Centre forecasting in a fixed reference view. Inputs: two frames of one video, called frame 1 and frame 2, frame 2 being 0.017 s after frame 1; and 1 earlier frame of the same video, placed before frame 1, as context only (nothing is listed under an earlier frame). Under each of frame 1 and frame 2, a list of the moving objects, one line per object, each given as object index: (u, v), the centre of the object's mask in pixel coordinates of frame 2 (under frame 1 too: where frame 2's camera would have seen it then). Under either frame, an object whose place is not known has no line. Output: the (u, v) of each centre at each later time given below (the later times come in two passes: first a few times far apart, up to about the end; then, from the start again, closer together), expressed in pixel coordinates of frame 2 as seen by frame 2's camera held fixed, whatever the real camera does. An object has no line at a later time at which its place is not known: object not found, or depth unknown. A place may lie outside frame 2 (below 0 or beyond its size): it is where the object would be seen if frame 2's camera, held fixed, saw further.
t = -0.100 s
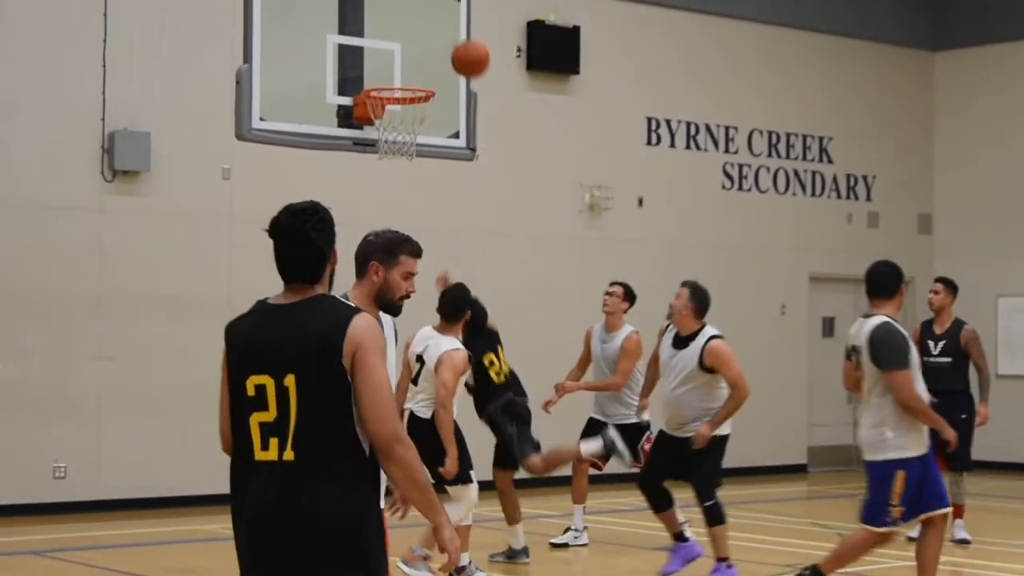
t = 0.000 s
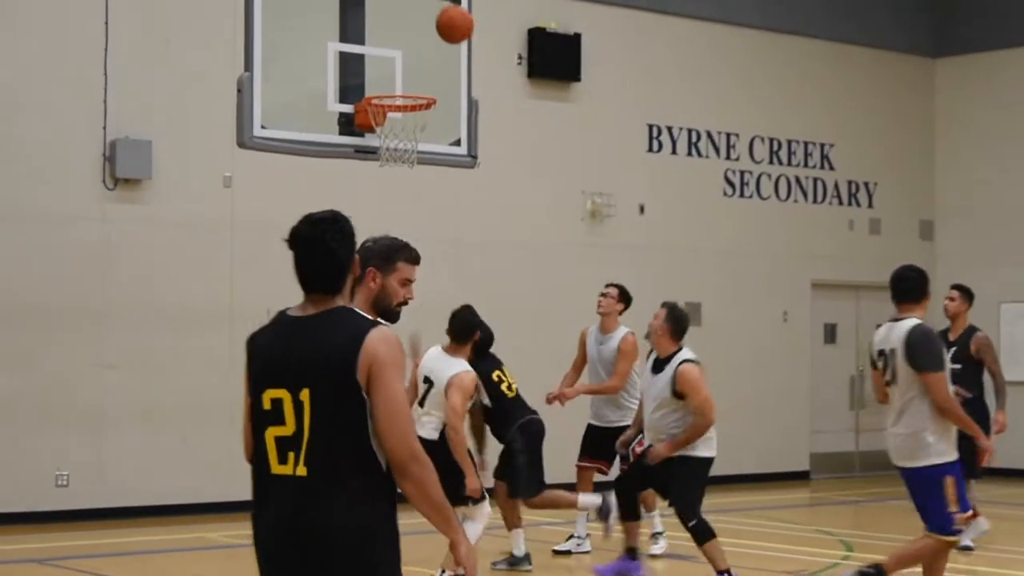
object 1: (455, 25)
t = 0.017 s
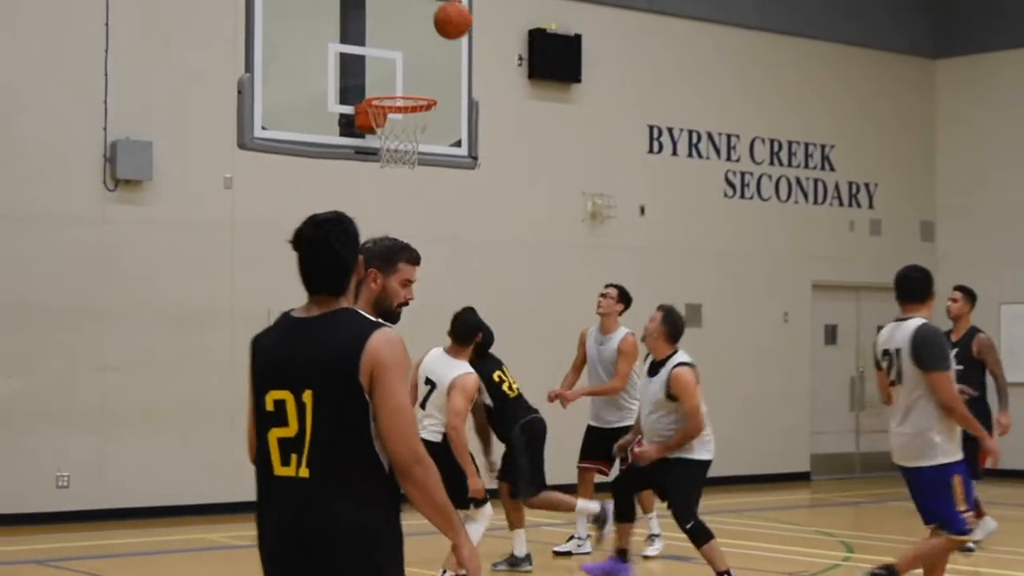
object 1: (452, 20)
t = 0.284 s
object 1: (408, -2)
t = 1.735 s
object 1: (396, 80)
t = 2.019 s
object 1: (401, 89)
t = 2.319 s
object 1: (391, 171)
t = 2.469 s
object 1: (391, 241)
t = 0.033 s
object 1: (450, 16)
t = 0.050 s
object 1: (447, 13)
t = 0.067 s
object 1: (444, 10)
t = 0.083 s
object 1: (441, 8)
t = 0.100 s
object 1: (438, 6)
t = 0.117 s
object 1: (436, 3)
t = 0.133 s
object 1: (433, 2)
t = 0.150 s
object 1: (430, 1)
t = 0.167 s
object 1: (427, 1)
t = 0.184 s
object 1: (424, 0)
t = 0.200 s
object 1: (422, -1)
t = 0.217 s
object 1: (419, -2)
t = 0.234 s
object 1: (417, -2)
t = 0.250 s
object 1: (414, -1)
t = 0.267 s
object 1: (411, -2)
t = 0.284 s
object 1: (408, -2)
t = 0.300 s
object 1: (406, -2)
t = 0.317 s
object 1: (403, -1)
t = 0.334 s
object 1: (401, 1)
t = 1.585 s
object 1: (373, 75)
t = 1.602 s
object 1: (373, 79)
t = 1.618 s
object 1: (374, 82)
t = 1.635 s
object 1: (375, 82)
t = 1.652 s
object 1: (377, 82)
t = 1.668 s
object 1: (381, 81)
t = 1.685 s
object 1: (385, 80)
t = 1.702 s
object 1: (389, 79)
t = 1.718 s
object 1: (392, 79)
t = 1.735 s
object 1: (396, 80)
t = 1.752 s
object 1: (399, 80)
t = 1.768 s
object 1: (403, 80)
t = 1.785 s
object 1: (406, 82)
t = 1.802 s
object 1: (410, 83)
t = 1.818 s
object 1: (414, 84)
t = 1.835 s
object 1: (418, 85)
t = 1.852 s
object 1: (418, 85)
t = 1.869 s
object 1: (416, 84)
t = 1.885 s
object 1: (415, 83)
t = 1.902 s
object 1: (413, 84)
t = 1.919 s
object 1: (411, 82)
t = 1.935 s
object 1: (409, 82)
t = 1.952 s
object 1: (408, 82)
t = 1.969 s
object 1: (406, 83)
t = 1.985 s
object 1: (405, 85)
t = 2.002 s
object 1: (403, 87)
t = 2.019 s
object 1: (401, 89)
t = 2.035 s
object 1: (399, 93)
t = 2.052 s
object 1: (398, 94)
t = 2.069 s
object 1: (396, 98)
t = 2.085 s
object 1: (395, 101)
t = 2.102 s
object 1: (393, 106)
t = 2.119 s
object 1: (392, 111)
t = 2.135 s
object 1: (395, 114)
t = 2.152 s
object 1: (395, 116)
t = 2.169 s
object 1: (394, 119)
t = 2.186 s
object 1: (392, 122)
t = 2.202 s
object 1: (395, 127)
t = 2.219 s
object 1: (391, 133)
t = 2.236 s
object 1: (391, 136)
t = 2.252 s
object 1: (391, 143)
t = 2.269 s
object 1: (391, 147)
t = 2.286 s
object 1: (390, 153)
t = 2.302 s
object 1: (390, 159)
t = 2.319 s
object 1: (391, 171)
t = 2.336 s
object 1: (391, 175)
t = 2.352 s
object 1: (391, 179)
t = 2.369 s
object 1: (391, 186)
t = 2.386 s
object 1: (391, 194)
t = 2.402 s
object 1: (392, 203)
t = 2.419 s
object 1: (391, 212)
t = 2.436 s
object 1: (391, 221)
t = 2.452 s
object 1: (391, 231)
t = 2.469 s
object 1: (391, 241)
